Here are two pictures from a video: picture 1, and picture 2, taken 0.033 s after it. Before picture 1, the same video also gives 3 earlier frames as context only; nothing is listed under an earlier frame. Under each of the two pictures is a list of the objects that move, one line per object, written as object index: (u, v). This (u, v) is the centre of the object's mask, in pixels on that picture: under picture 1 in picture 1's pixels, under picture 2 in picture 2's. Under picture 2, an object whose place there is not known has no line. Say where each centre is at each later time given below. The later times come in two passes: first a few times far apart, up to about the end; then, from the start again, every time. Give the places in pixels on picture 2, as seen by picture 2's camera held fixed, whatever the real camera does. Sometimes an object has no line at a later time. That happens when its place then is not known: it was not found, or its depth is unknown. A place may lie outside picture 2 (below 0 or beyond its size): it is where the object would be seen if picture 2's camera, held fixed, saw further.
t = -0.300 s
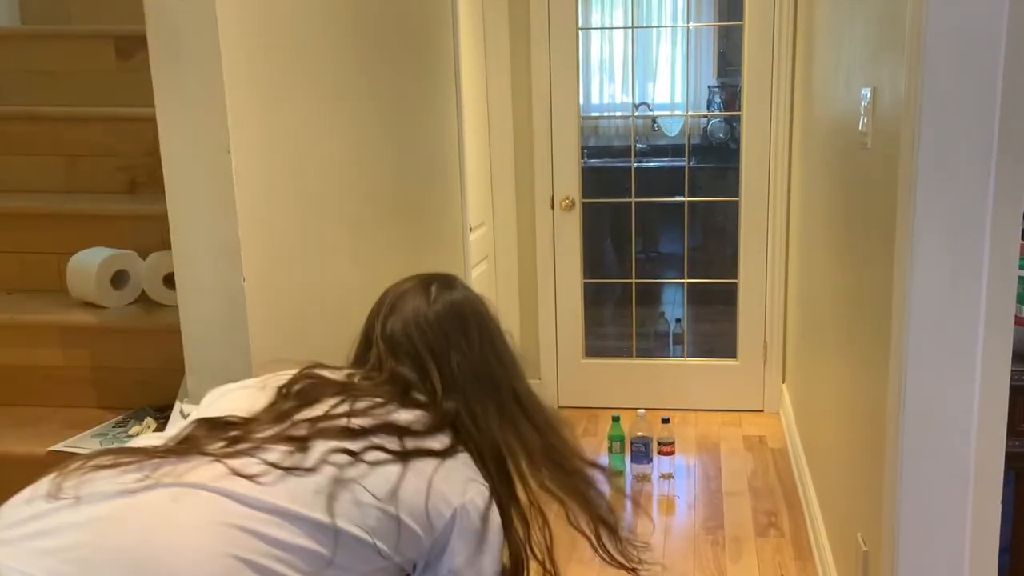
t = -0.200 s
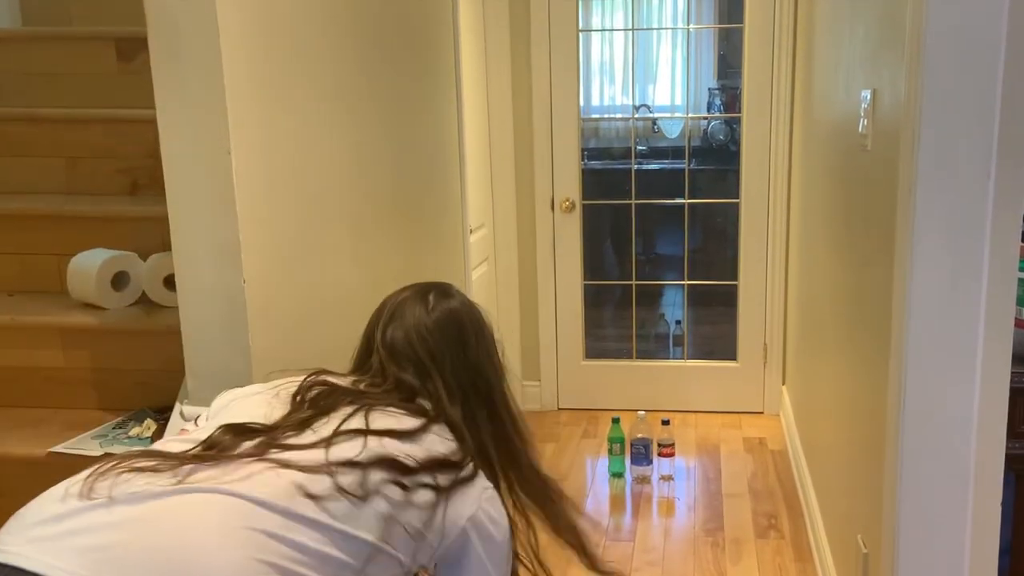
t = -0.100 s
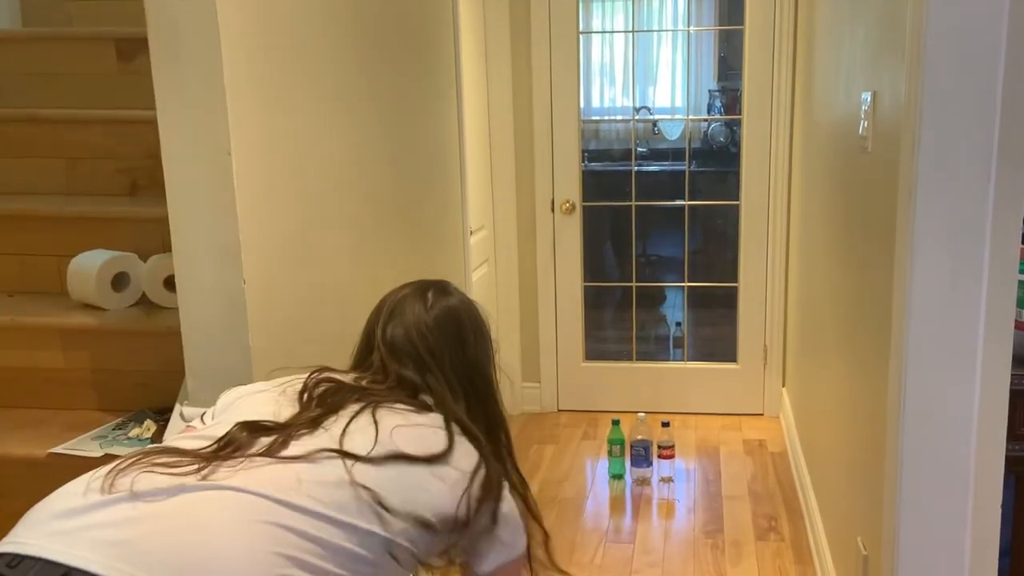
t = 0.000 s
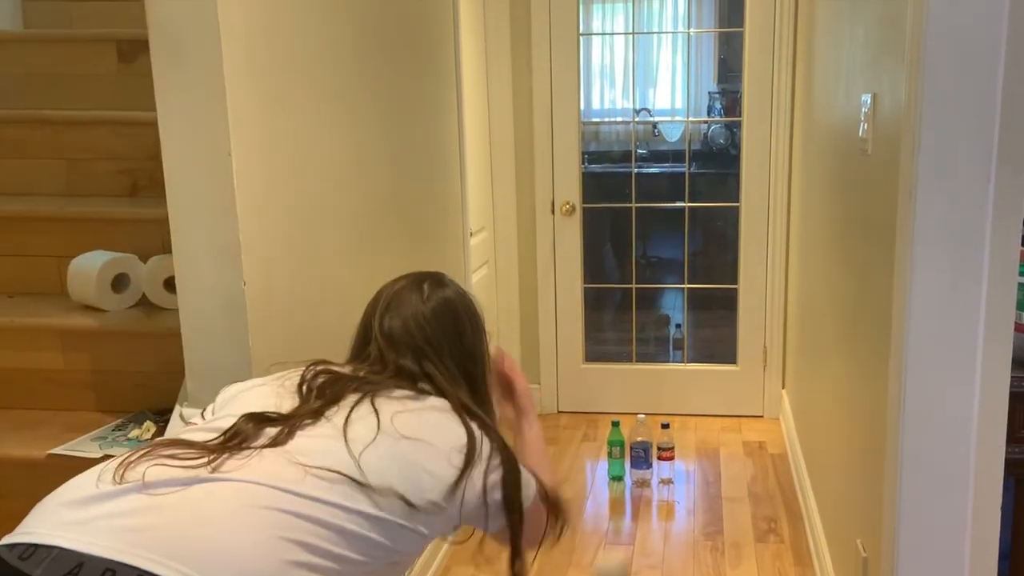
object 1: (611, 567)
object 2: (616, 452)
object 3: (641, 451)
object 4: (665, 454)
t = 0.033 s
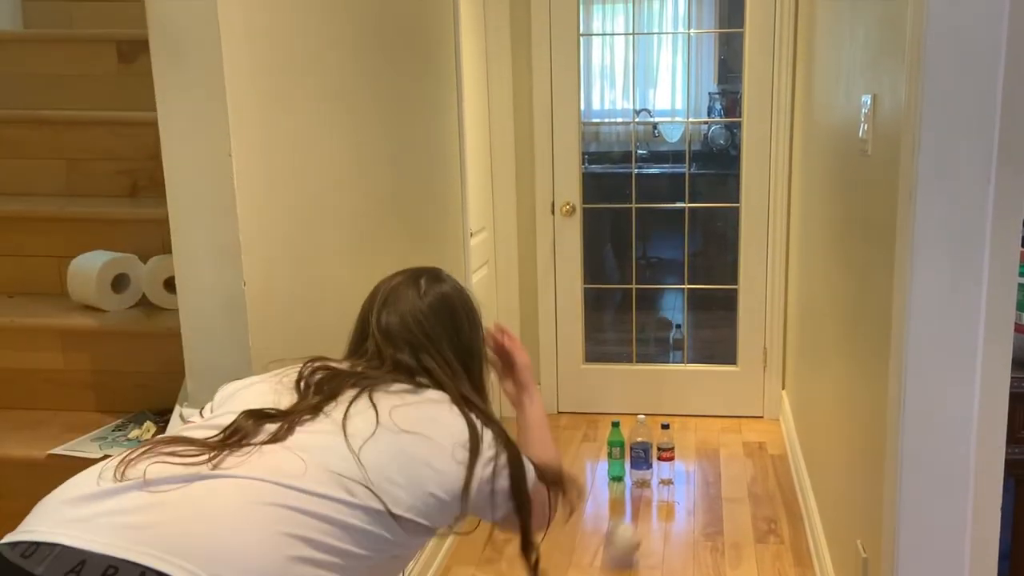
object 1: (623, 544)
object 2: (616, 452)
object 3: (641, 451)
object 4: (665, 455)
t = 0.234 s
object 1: (670, 455)
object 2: (609, 451)
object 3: (633, 438)
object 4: (686, 438)
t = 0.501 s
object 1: (699, 426)
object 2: (598, 471)
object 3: (604, 411)
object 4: (751, 405)
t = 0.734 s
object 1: (715, 410)
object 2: (600, 466)
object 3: (578, 421)
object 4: (728, 423)
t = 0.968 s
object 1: (726, 419)
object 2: (605, 471)
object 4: (723, 441)
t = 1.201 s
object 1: (735, 425)
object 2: (599, 471)
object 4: (727, 456)
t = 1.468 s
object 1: (742, 430)
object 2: (597, 471)
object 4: (744, 468)
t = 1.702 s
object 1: (736, 430)
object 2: (602, 476)
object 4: (764, 472)
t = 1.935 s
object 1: (732, 431)
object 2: (605, 483)
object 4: (780, 471)
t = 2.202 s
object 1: (731, 431)
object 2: (606, 490)
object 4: (783, 471)
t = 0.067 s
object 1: (630, 515)
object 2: (616, 453)
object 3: (641, 453)
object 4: (665, 455)
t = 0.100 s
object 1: (640, 500)
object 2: (616, 453)
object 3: (641, 452)
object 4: (665, 455)
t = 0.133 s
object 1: (649, 486)
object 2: (616, 453)
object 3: (640, 447)
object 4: (666, 454)
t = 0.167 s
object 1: (654, 474)
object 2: (616, 453)
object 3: (638, 446)
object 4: (667, 446)
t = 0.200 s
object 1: (664, 463)
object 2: (612, 452)
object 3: (636, 440)
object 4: (674, 440)
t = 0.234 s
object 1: (670, 455)
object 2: (609, 451)
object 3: (633, 438)
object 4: (686, 438)
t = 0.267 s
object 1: (677, 453)
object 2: (605, 452)
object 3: (630, 437)
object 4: (702, 428)
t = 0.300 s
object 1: (682, 447)
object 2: (603, 453)
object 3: (628, 436)
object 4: (711, 422)
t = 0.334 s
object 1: (683, 444)
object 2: (599, 457)
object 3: (621, 427)
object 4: (724, 415)
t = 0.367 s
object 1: (687, 440)
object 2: (599, 457)
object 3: (618, 424)
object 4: (735, 416)
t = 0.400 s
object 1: (690, 438)
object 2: (599, 458)
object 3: (614, 420)
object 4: (744, 409)
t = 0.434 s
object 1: (692, 434)
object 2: (599, 461)
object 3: (612, 417)
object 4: (751, 406)
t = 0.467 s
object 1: (696, 430)
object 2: (598, 466)
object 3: (609, 413)
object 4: (753, 405)
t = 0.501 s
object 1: (699, 426)
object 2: (598, 471)
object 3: (604, 411)
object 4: (751, 405)
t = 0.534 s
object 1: (701, 423)
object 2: (599, 464)
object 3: (598, 409)
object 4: (751, 403)
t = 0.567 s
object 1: (703, 419)
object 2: (598, 459)
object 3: (599, 407)
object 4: (748, 408)
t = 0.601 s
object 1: (706, 414)
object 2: (598, 457)
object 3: (596, 410)
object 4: (739, 418)
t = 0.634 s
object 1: (708, 413)
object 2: (599, 458)
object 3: (592, 413)
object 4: (742, 421)
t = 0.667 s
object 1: (711, 409)
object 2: (599, 461)
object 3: (582, 416)
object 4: (738, 425)
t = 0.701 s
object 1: (713, 409)
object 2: (599, 465)
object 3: (580, 419)
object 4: (730, 423)
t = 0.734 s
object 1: (715, 410)
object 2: (600, 466)
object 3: (578, 421)
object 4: (728, 423)
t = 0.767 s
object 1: (717, 415)
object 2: (600, 466)
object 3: (583, 424)
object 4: (726, 426)
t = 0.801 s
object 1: (719, 416)
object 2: (601, 461)
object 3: (580, 425)
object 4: (724, 430)
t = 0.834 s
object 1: (722, 418)
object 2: (602, 459)
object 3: (578, 427)
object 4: (722, 435)
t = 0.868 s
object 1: (723, 417)
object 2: (603, 460)
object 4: (722, 436)
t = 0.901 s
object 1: (724, 417)
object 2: (604, 463)
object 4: (723, 436)
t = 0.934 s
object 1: (725, 416)
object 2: (605, 467)
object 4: (722, 438)
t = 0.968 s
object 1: (726, 419)
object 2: (605, 471)
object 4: (723, 441)
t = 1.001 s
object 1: (727, 421)
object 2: (604, 467)
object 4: (722, 445)
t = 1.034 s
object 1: (729, 423)
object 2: (603, 467)
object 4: (722, 444)
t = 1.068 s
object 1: (730, 424)
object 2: (603, 469)
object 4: (723, 446)
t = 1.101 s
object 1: (732, 425)
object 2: (602, 471)
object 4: (724, 451)
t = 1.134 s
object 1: (733, 425)
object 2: (601, 470)
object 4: (725, 452)
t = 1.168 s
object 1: (734, 425)
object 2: (600, 469)
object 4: (726, 453)
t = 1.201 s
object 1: (735, 425)
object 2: (599, 471)
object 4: (727, 456)
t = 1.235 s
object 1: (736, 426)
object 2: (599, 472)
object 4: (729, 457)
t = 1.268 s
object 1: (737, 427)
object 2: (598, 470)
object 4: (731, 460)
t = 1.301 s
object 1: (738, 428)
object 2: (598, 470)
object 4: (732, 460)
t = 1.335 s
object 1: (739, 429)
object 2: (597, 471)
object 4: (735, 463)
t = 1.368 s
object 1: (741, 430)
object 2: (598, 471)
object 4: (737, 464)
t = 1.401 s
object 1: (741, 430)
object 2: (597, 471)
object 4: (739, 464)
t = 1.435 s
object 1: (742, 430)
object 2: (597, 472)
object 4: (741, 468)
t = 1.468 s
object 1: (742, 430)
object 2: (597, 471)
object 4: (744, 468)
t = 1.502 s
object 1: (742, 431)
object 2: (597, 470)
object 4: (747, 468)
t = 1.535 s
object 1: (742, 431)
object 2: (597, 471)
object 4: (750, 470)
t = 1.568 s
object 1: (741, 431)
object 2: (598, 472)
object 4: (753, 470)
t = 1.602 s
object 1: (740, 431)
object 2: (599, 473)
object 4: (756, 471)
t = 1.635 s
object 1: (739, 430)
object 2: (601, 474)
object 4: (759, 471)
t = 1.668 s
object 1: (738, 430)
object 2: (602, 475)
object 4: (761, 472)
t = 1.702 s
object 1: (736, 430)
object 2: (602, 476)
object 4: (764, 472)
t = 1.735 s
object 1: (734, 430)
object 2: (603, 477)
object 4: (766, 471)
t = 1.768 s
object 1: (734, 429)
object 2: (604, 478)
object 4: (769, 471)
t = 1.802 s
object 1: (733, 429)
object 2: (604, 479)
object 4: (771, 471)
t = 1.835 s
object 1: (733, 429)
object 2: (605, 480)
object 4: (774, 471)
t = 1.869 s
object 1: (732, 430)
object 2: (605, 481)
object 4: (776, 470)
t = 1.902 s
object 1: (732, 430)
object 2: (605, 482)
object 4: (778, 471)
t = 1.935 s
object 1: (732, 431)
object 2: (605, 483)
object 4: (780, 471)
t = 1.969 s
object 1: (733, 432)
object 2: (605, 485)
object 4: (782, 472)
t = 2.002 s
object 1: (733, 432)
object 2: (606, 486)
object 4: (781, 472)
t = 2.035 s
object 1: (731, 431)
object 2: (605, 486)
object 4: (782, 472)
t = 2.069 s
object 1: (731, 431)
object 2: (605, 487)
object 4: (782, 470)
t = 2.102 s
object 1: (731, 431)
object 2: (606, 488)
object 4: (783, 471)
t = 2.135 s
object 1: (731, 431)
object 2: (606, 489)
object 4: (782, 471)
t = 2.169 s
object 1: (731, 431)
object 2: (606, 489)
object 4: (783, 471)
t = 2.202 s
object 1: (731, 431)
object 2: (606, 490)
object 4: (783, 471)
